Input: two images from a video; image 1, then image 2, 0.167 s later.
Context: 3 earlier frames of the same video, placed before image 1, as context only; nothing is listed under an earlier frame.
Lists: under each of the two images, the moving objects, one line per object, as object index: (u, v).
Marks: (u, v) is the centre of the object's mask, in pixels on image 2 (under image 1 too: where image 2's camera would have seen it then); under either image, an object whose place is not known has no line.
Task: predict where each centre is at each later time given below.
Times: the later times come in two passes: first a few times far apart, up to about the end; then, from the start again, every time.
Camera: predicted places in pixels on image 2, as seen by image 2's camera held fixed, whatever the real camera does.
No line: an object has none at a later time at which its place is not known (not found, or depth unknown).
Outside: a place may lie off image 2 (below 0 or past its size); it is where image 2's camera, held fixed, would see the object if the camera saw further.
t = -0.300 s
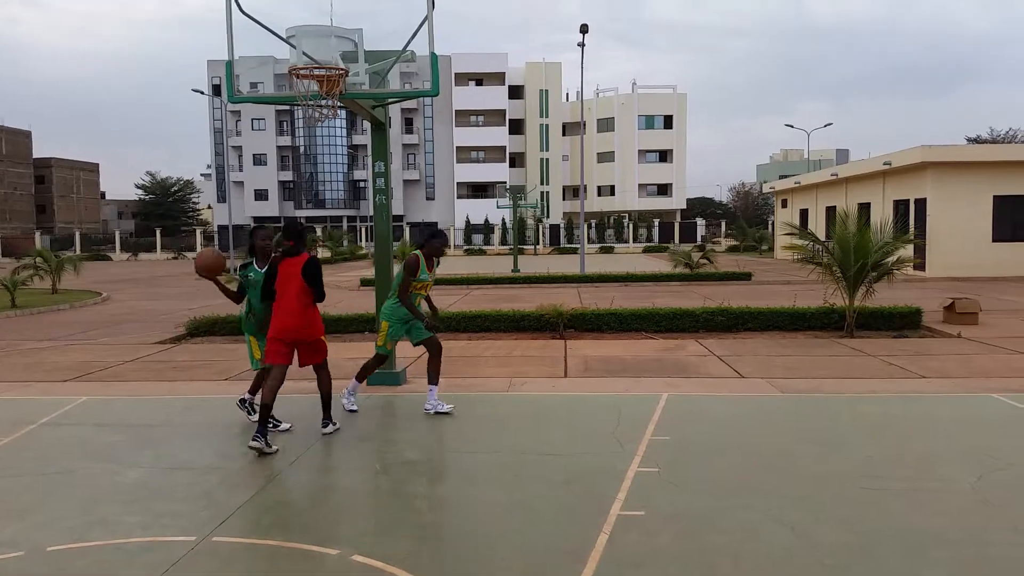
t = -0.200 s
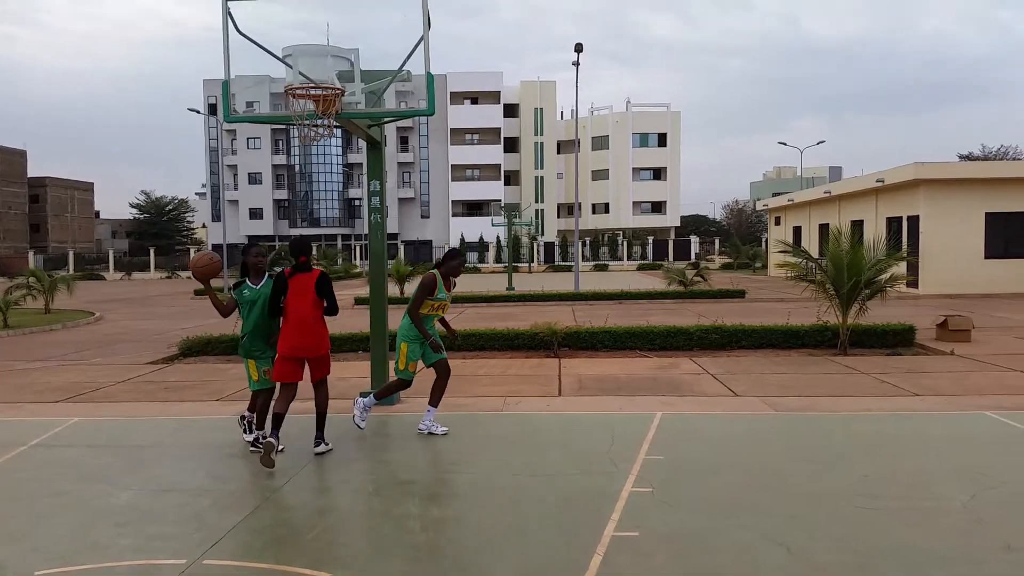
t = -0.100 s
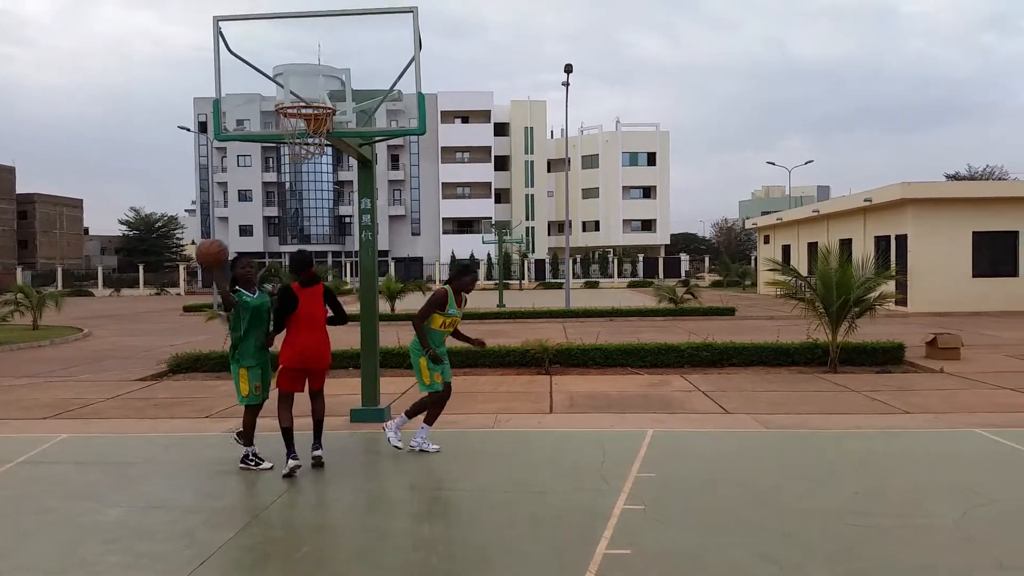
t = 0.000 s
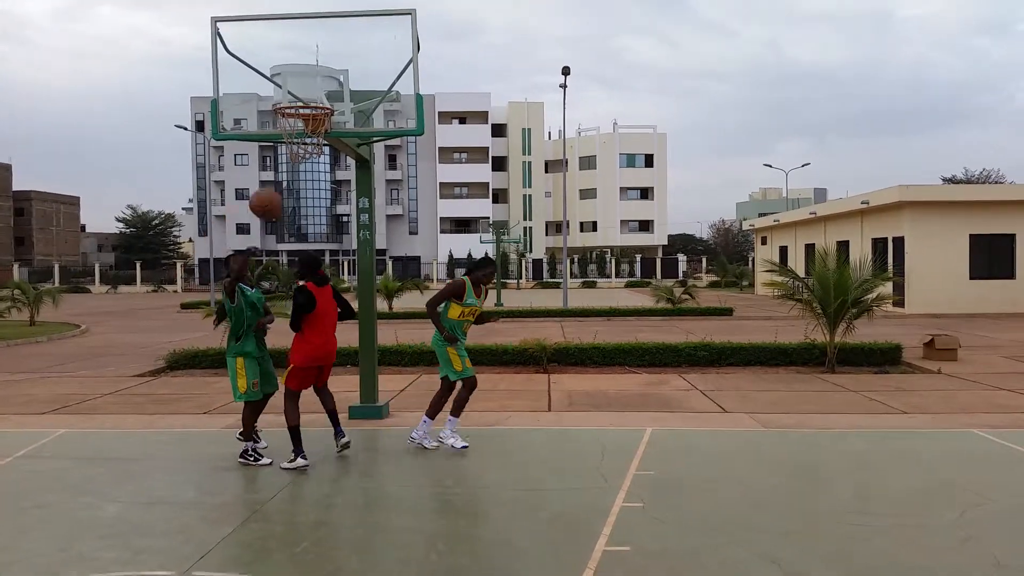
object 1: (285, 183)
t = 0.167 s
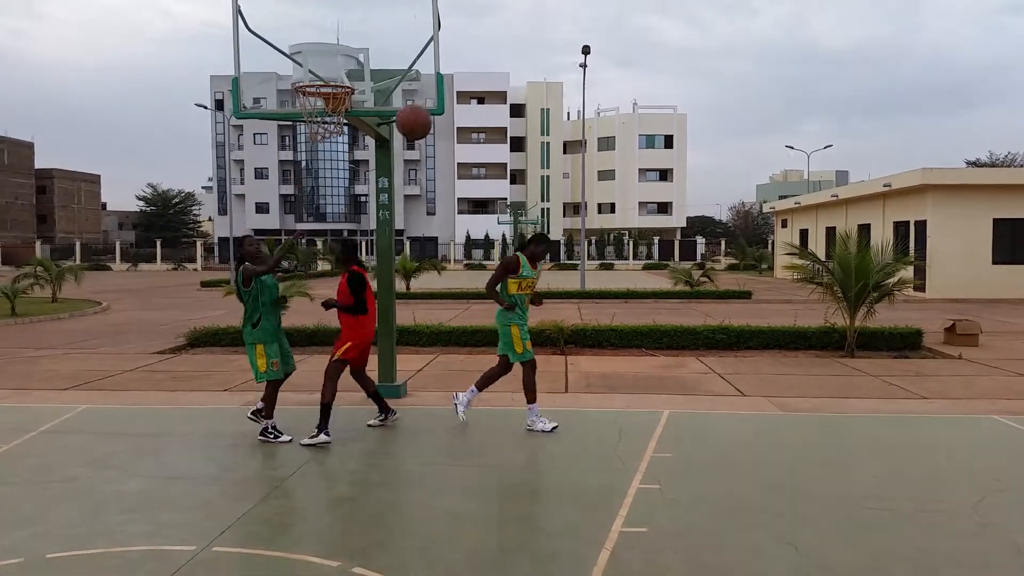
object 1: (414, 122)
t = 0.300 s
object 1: (540, 93)
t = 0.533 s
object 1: (839, 102)
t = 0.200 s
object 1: (443, 113)
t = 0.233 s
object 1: (474, 105)
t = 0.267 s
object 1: (506, 98)
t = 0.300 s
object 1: (540, 93)
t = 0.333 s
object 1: (576, 89)
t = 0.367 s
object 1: (613, 86)
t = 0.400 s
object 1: (653, 84)
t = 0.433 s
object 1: (695, 85)
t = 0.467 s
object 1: (741, 87)
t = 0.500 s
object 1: (788, 93)
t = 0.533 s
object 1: (839, 102)
